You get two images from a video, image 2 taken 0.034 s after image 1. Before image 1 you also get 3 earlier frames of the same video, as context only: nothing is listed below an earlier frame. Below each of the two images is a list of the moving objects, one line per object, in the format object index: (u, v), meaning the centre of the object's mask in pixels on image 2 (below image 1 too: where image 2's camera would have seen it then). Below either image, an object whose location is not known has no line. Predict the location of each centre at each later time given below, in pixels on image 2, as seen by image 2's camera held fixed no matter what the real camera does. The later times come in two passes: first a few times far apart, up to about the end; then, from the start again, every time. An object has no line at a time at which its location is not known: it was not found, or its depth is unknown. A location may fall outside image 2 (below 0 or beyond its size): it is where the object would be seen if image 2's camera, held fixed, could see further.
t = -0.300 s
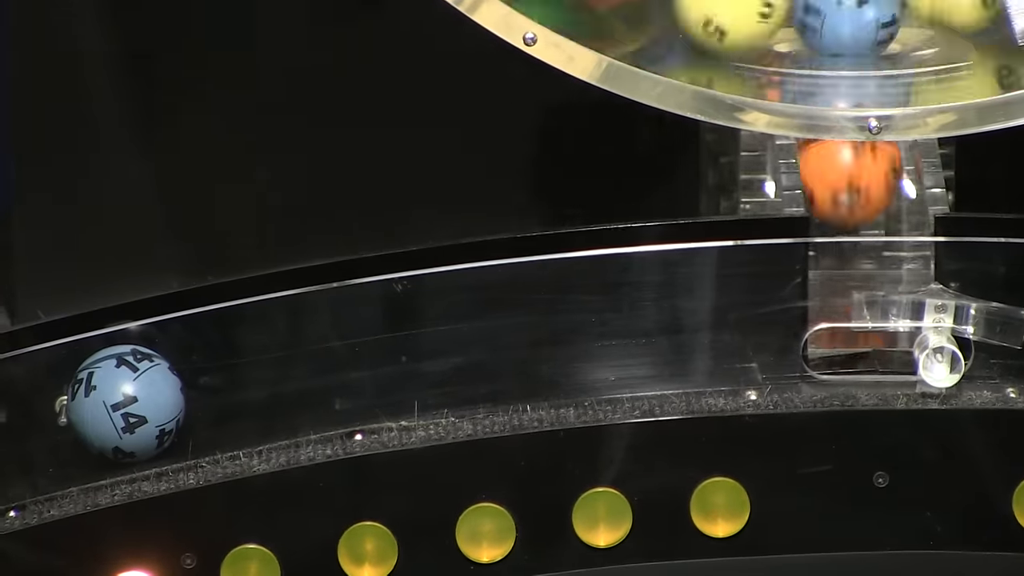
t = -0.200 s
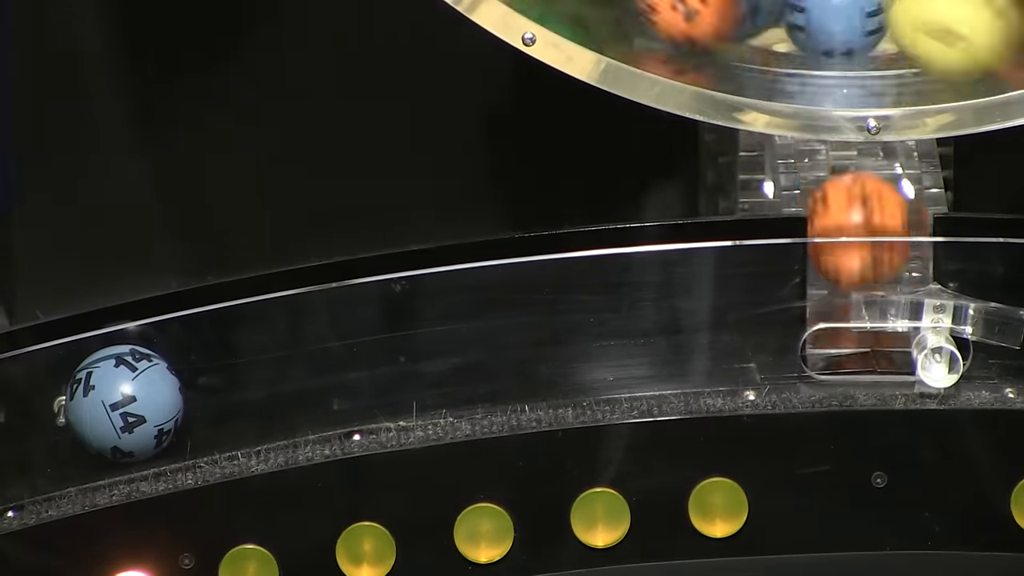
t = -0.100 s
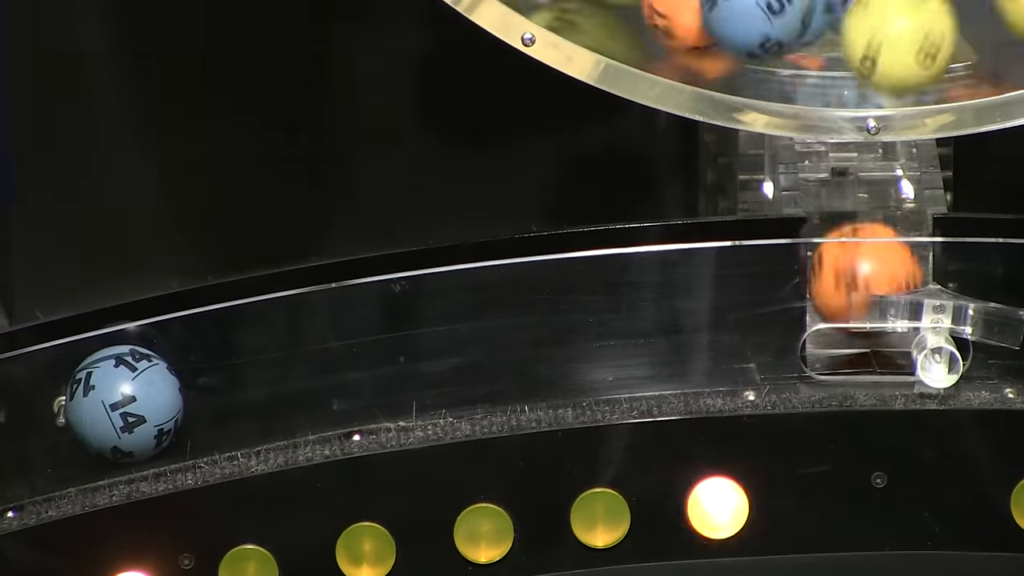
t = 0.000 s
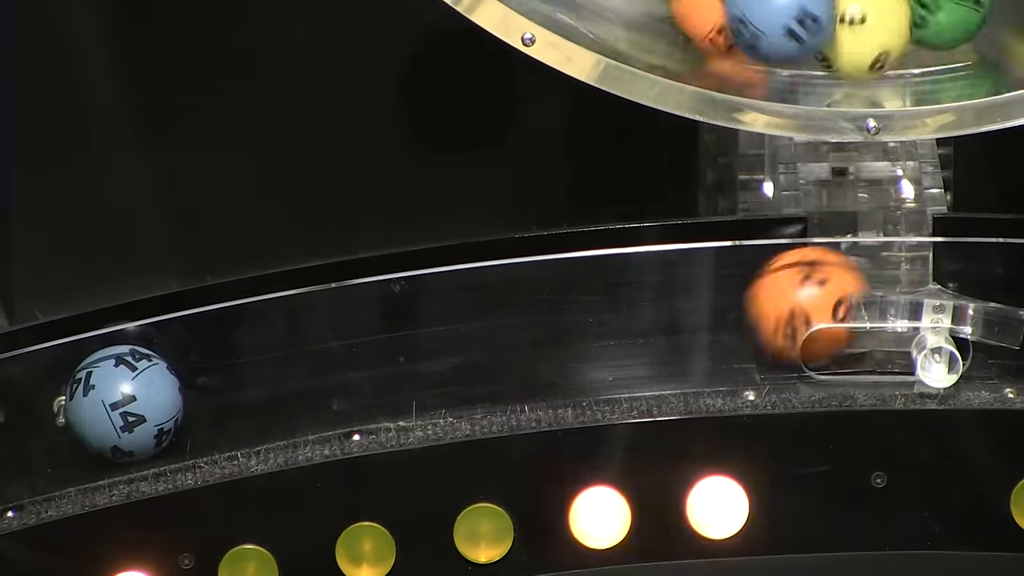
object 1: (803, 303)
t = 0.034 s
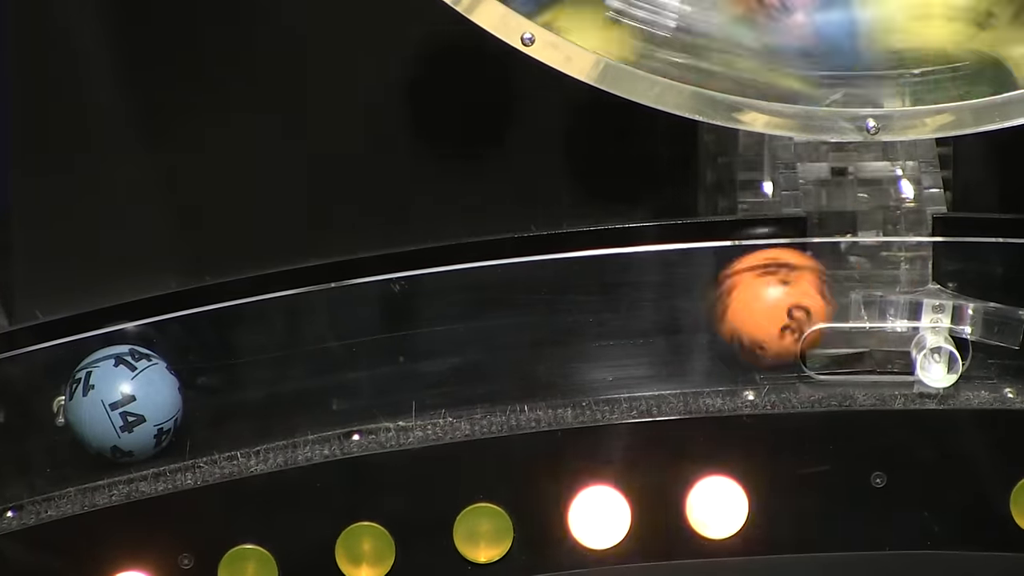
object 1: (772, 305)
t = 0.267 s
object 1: (523, 330)
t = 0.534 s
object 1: (294, 357)
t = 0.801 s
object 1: (370, 351)
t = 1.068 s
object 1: (265, 371)
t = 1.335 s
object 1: (269, 372)
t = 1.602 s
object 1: (241, 377)
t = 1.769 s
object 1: (239, 377)
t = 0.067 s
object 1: (740, 308)
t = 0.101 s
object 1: (704, 316)
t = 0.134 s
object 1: (671, 313)
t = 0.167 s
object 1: (637, 318)
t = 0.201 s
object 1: (600, 323)
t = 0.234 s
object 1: (561, 325)
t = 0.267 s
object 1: (523, 330)
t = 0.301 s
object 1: (483, 336)
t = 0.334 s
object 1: (441, 341)
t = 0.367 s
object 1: (395, 348)
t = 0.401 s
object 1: (349, 356)
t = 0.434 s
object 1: (300, 365)
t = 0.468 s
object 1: (248, 374)
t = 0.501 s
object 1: (257, 360)
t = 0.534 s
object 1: (294, 357)
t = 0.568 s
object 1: (317, 354)
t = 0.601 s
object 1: (328, 355)
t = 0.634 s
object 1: (342, 351)
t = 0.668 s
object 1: (356, 354)
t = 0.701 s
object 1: (362, 350)
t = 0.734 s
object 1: (367, 349)
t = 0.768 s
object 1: (371, 352)
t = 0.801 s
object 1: (370, 351)
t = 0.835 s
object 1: (367, 351)
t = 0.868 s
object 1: (361, 352)
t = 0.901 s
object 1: (353, 353)
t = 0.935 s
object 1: (342, 356)
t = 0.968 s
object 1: (327, 360)
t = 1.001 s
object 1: (309, 363)
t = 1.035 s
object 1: (289, 367)
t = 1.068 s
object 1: (265, 371)
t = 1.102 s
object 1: (240, 377)
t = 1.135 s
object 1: (250, 375)
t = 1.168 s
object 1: (262, 372)
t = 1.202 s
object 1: (270, 371)
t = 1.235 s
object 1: (275, 371)
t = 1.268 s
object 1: (276, 370)
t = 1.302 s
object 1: (274, 371)
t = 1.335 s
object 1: (269, 372)
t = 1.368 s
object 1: (261, 373)
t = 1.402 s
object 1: (249, 375)
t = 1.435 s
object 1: (239, 377)
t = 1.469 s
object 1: (245, 376)
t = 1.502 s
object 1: (249, 376)
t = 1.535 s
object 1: (250, 376)
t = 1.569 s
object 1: (247, 376)
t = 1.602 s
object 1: (241, 377)
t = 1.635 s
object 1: (241, 377)
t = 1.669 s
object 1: (242, 377)
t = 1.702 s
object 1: (240, 377)
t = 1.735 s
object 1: (240, 377)
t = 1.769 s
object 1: (239, 377)
